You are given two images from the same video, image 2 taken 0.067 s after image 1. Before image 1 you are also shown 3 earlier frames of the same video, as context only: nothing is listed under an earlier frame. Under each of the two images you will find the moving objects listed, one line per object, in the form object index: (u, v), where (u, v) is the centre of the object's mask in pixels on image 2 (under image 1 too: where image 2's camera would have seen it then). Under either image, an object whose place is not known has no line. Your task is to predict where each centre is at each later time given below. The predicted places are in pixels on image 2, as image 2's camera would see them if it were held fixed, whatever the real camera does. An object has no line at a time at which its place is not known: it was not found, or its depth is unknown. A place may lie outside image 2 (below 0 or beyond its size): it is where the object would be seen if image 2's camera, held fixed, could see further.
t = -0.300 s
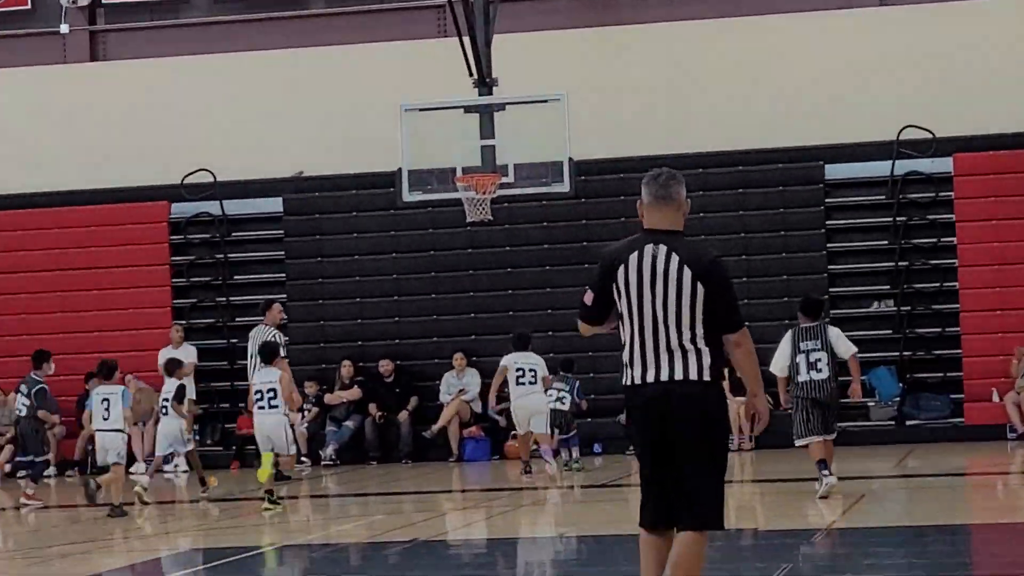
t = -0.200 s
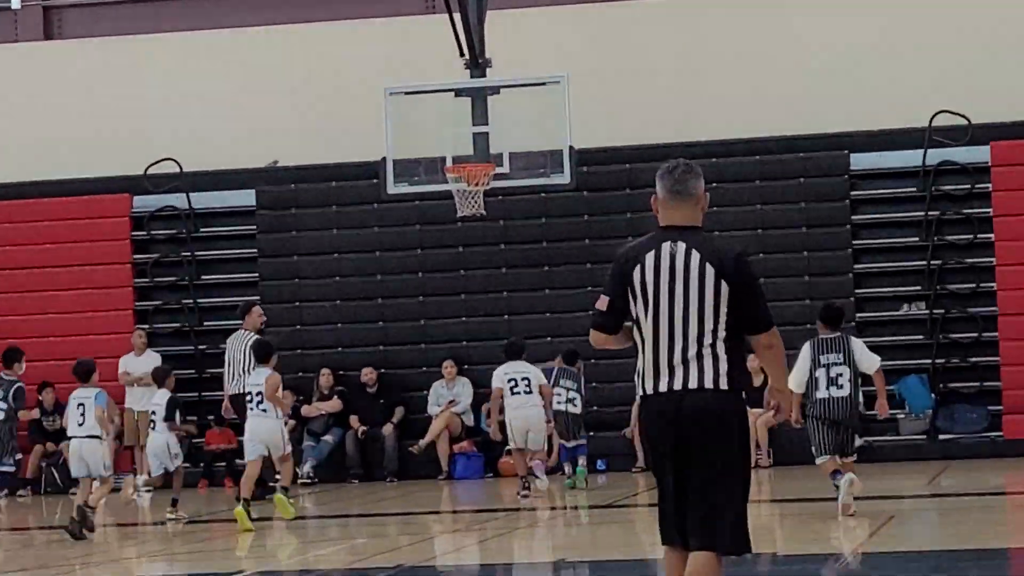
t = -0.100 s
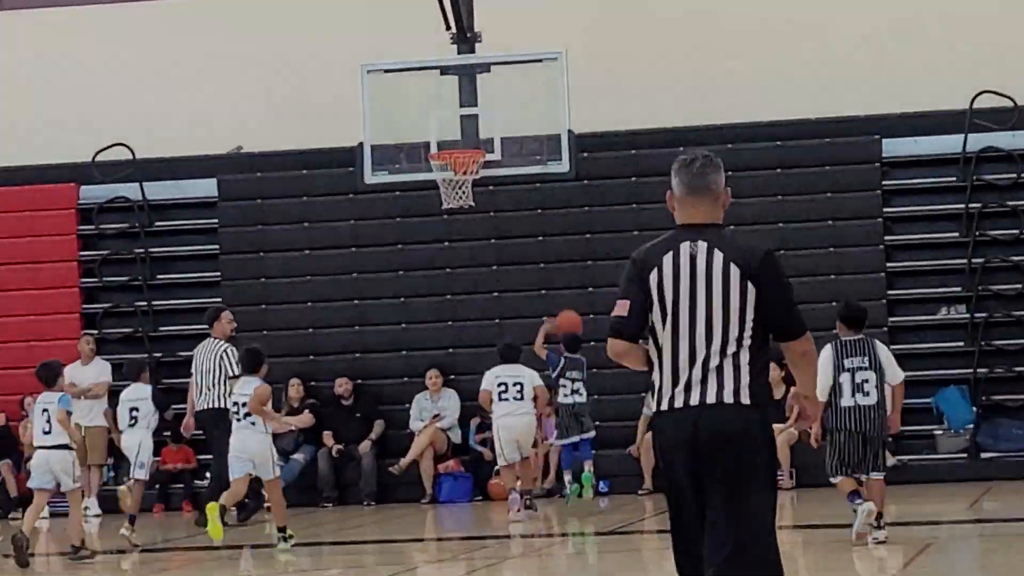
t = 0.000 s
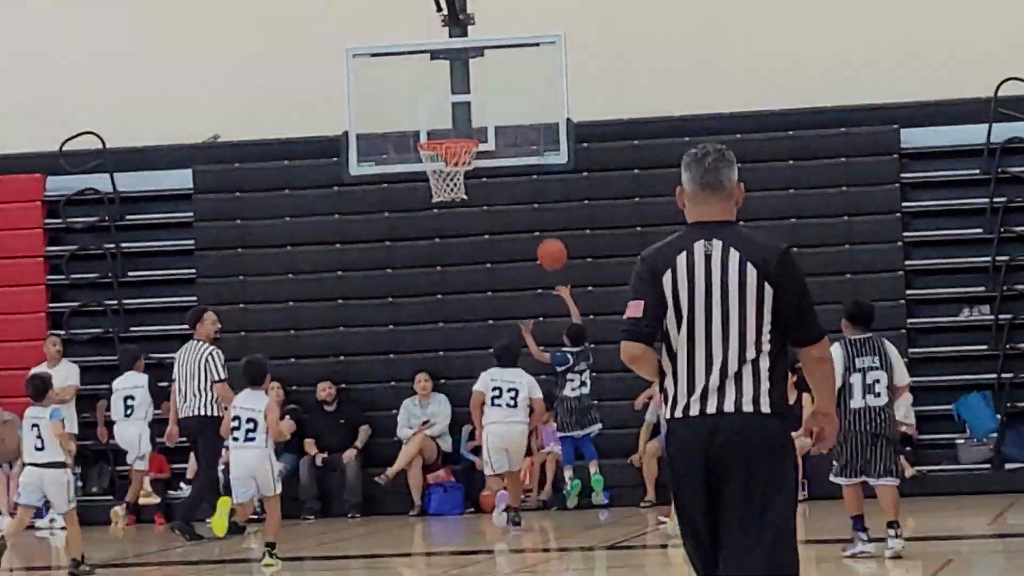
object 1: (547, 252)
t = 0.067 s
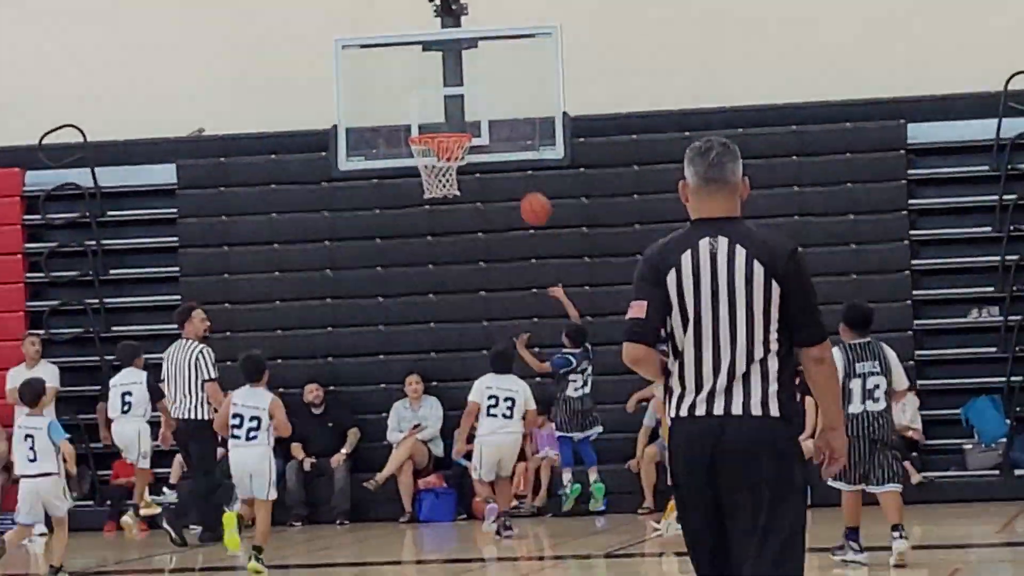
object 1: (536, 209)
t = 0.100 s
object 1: (529, 188)
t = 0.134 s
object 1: (523, 172)
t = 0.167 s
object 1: (518, 155)
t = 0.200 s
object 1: (512, 140)
